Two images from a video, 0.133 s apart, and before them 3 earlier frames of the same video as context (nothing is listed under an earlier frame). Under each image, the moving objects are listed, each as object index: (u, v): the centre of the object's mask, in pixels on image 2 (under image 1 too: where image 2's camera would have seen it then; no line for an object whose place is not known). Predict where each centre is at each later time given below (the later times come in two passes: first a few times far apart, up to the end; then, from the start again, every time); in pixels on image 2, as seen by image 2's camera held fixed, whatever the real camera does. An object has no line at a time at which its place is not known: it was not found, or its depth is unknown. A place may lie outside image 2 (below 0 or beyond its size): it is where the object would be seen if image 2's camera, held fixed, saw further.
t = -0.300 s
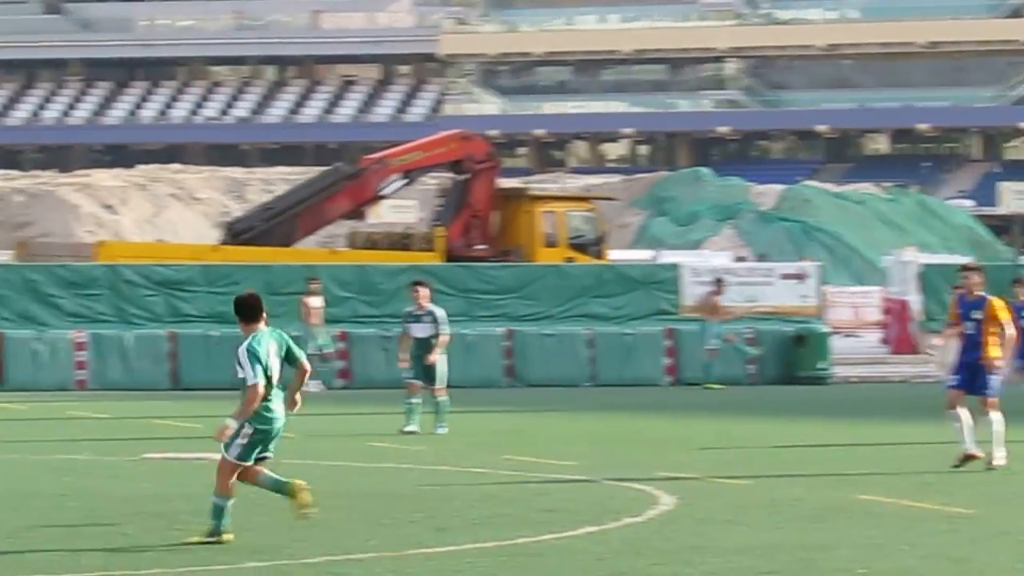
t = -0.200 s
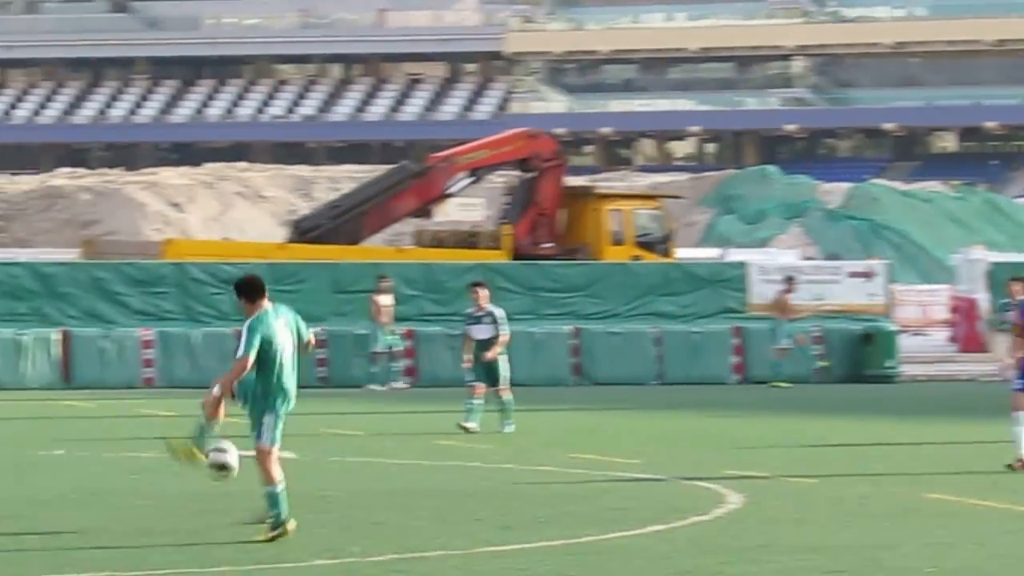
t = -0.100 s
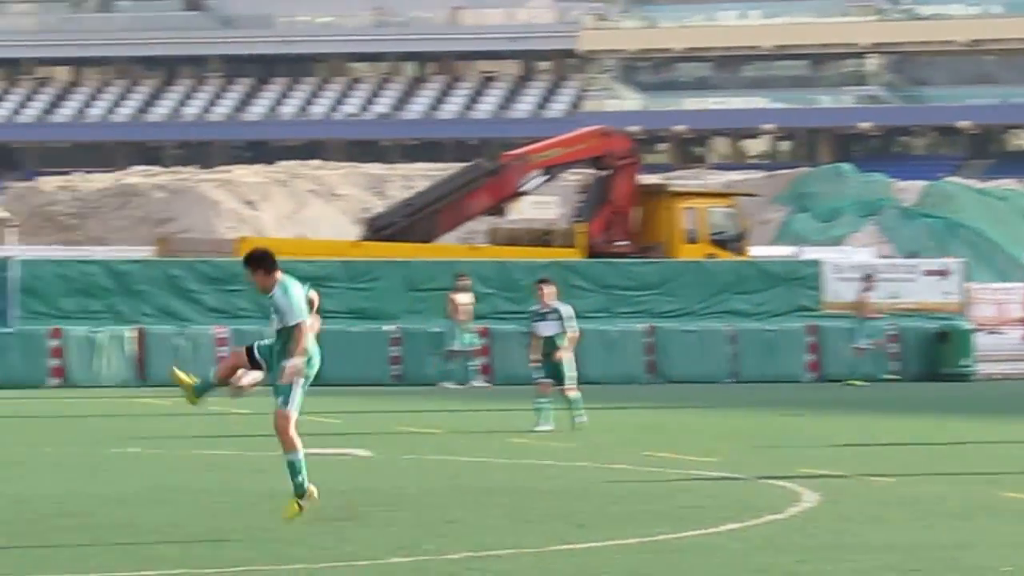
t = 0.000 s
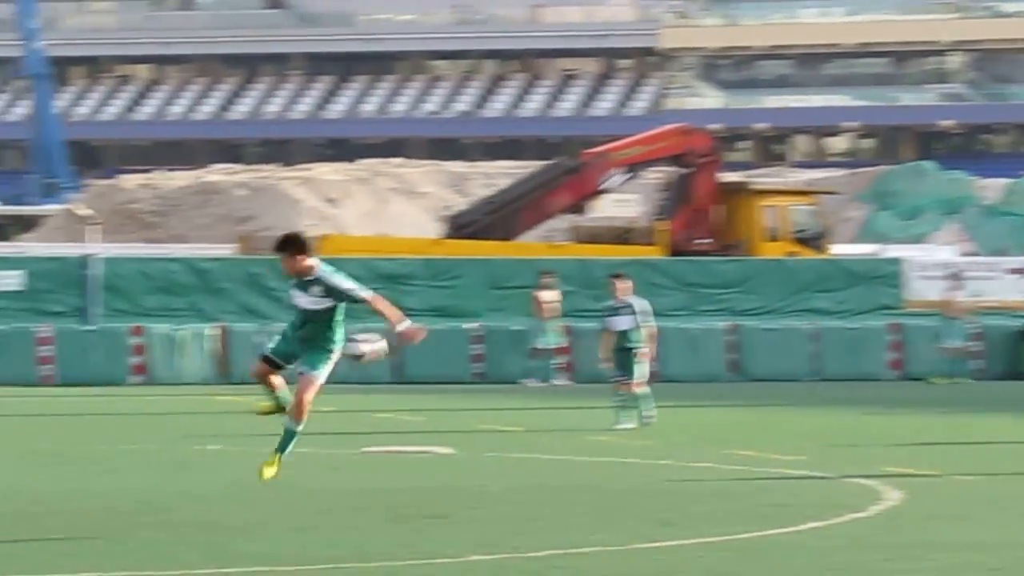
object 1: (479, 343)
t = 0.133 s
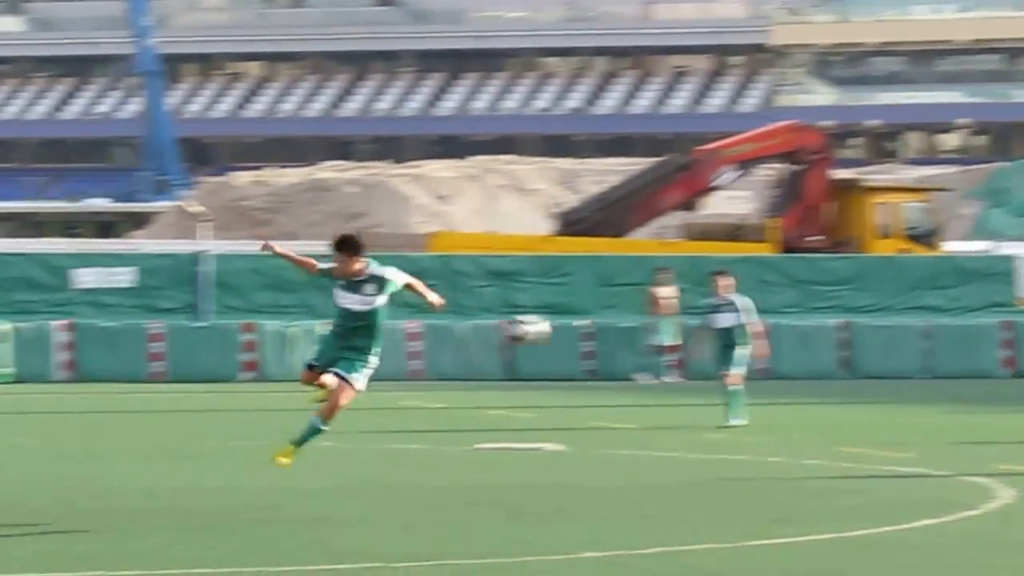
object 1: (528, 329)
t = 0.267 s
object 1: (581, 337)
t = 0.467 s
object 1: (660, 389)
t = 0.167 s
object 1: (543, 329)
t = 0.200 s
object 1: (558, 331)
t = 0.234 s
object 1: (571, 334)
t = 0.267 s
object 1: (581, 337)
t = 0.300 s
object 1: (596, 341)
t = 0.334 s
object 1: (610, 348)
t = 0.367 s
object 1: (623, 357)
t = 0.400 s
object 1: (635, 367)
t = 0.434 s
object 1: (647, 377)
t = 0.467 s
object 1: (660, 389)
